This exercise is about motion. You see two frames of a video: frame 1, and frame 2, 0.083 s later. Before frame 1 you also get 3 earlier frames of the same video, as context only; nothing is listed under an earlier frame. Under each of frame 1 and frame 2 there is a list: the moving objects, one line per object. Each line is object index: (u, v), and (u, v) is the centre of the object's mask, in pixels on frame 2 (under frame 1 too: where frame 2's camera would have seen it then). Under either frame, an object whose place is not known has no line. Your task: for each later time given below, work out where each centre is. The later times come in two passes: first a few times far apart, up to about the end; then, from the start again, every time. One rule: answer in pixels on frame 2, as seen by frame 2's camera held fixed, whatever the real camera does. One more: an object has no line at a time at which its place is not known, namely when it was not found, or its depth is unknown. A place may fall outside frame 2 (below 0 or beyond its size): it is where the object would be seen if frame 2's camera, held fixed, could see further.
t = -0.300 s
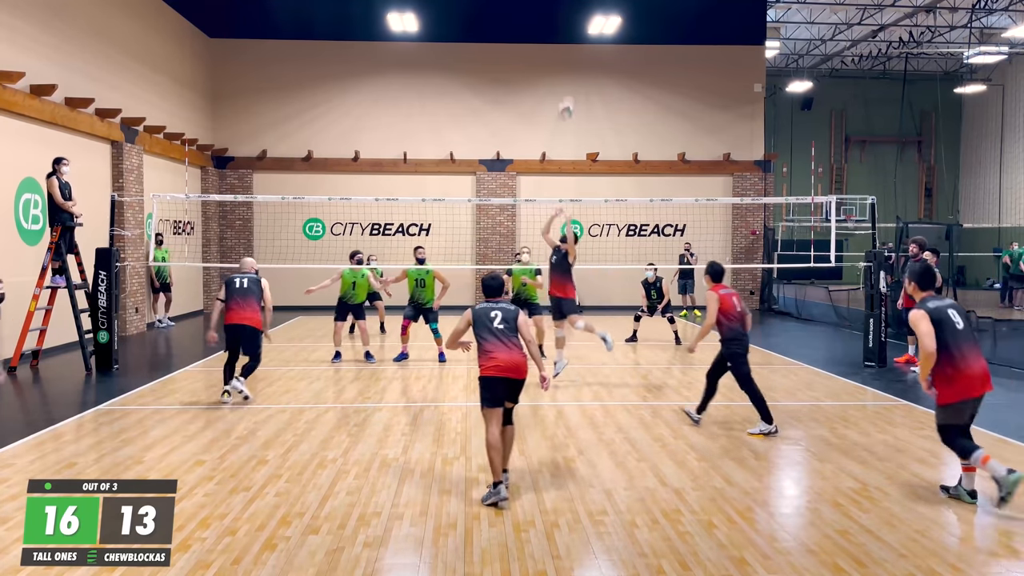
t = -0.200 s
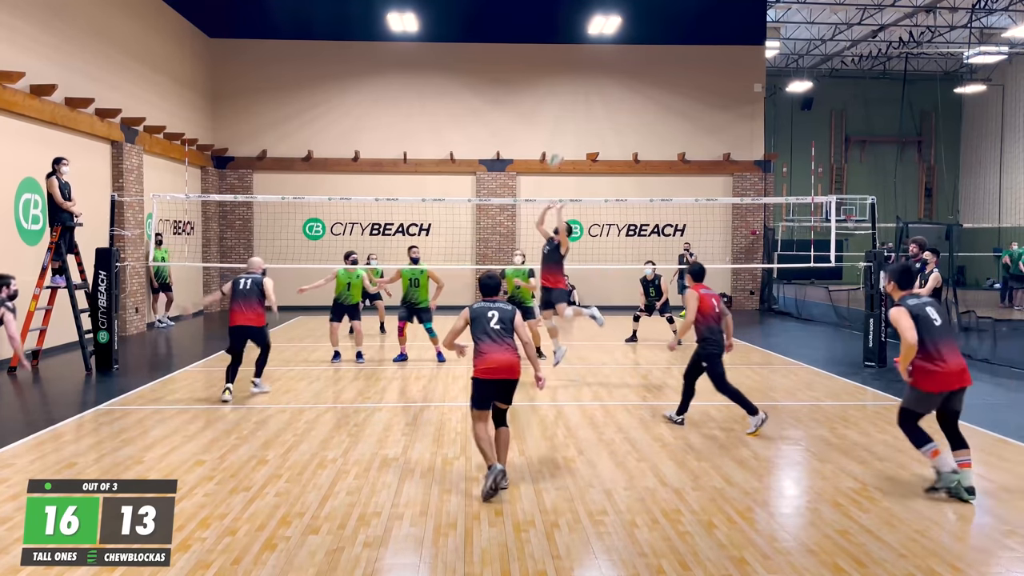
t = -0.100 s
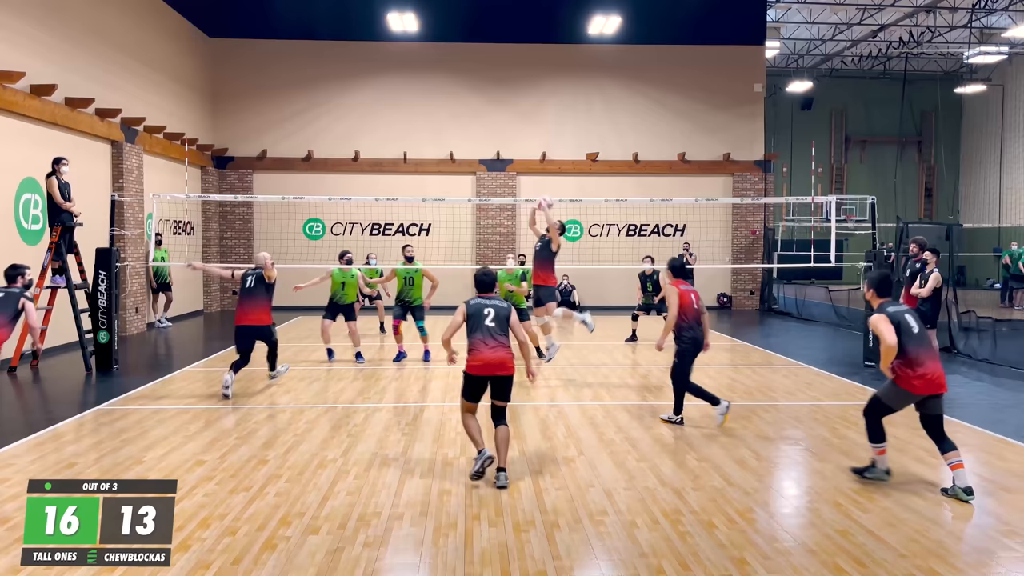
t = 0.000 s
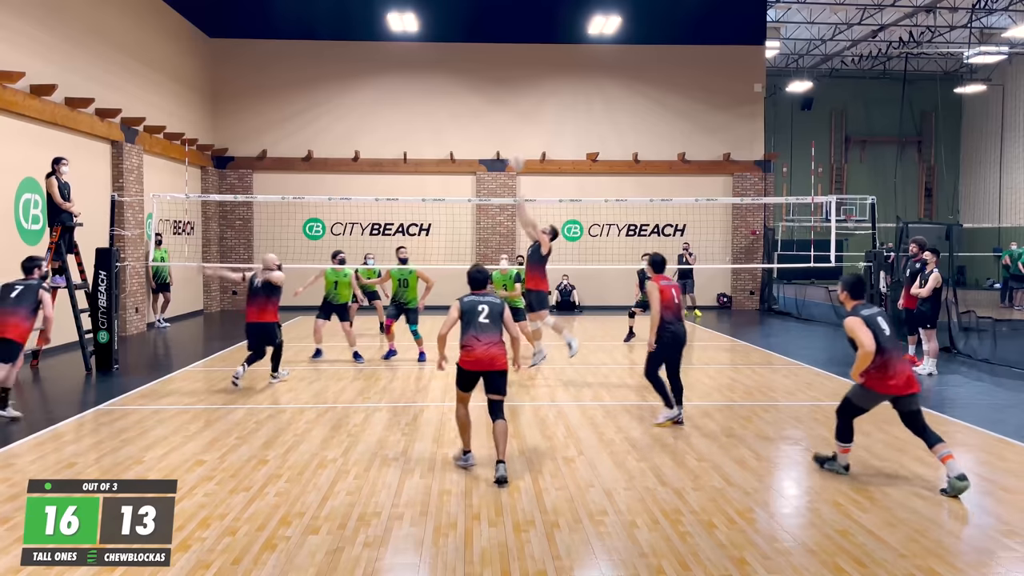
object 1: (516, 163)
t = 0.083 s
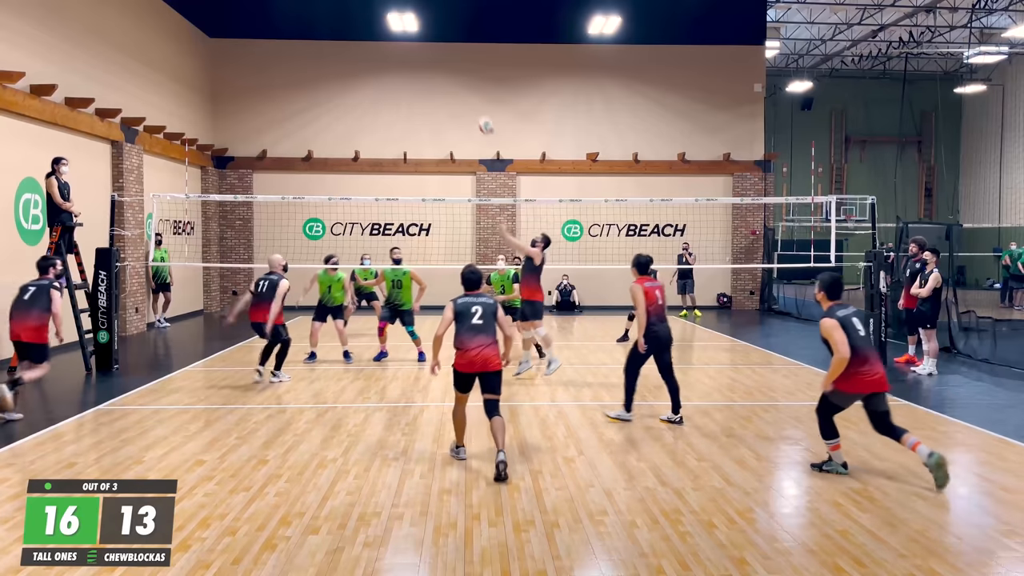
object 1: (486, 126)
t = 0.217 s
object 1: (441, 84)
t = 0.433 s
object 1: (370, 48)
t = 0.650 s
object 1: (302, 49)
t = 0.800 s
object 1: (256, 71)
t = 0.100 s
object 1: (480, 120)
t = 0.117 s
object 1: (475, 114)
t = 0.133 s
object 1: (469, 107)
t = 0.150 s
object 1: (463, 101)
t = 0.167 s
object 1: (457, 96)
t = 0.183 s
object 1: (451, 91)
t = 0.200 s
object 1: (446, 87)
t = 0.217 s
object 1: (441, 84)
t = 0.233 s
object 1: (435, 79)
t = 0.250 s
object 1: (430, 76)
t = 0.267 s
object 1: (424, 72)
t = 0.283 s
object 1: (419, 69)
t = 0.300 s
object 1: (413, 66)
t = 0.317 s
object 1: (408, 63)
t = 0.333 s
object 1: (403, 60)
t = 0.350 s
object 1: (397, 58)
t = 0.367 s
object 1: (392, 55)
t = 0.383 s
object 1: (386, 53)
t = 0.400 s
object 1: (381, 51)
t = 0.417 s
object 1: (375, 49)
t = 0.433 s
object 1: (370, 48)
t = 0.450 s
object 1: (365, 47)
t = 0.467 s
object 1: (360, 46)
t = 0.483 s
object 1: (354, 45)
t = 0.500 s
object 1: (349, 44)
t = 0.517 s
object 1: (344, 44)
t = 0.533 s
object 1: (339, 44)
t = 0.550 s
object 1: (333, 44)
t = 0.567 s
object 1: (328, 44)
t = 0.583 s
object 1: (323, 45)
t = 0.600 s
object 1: (318, 46)
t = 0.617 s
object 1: (312, 47)
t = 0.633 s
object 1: (308, 48)
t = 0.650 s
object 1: (302, 49)
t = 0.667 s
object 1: (297, 51)
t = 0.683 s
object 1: (292, 52)
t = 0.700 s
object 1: (287, 54)
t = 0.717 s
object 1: (282, 57)
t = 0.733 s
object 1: (276, 59)
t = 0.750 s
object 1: (271, 62)
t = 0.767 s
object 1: (266, 65)
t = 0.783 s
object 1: (261, 68)
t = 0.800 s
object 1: (256, 71)
